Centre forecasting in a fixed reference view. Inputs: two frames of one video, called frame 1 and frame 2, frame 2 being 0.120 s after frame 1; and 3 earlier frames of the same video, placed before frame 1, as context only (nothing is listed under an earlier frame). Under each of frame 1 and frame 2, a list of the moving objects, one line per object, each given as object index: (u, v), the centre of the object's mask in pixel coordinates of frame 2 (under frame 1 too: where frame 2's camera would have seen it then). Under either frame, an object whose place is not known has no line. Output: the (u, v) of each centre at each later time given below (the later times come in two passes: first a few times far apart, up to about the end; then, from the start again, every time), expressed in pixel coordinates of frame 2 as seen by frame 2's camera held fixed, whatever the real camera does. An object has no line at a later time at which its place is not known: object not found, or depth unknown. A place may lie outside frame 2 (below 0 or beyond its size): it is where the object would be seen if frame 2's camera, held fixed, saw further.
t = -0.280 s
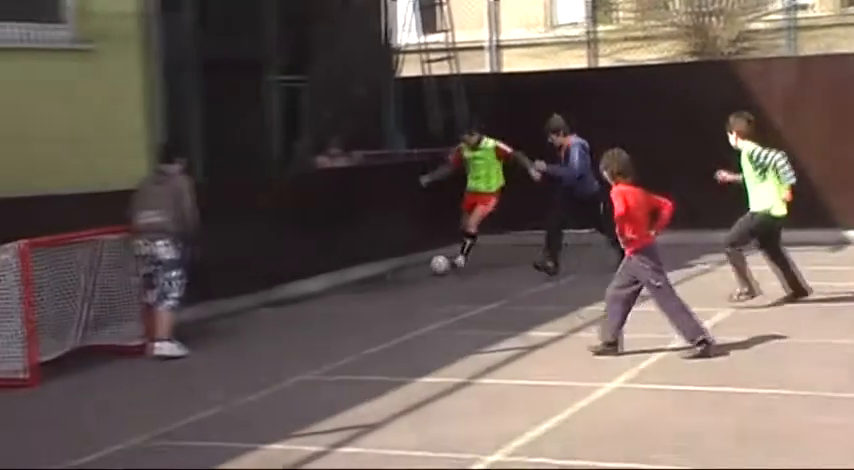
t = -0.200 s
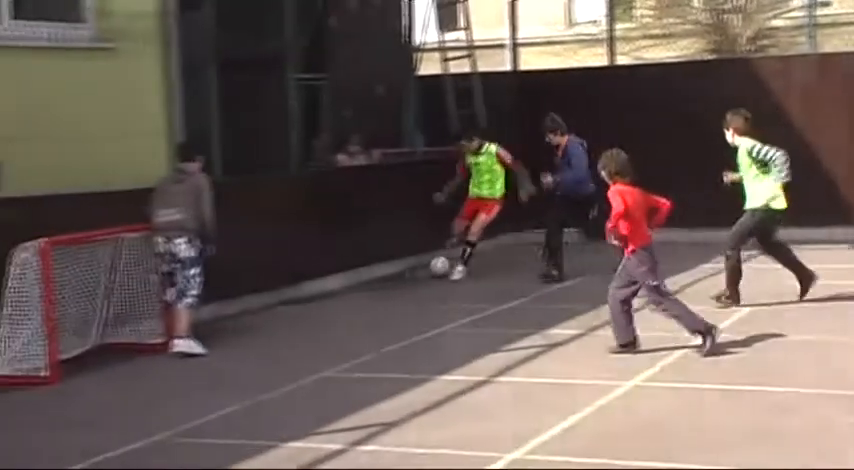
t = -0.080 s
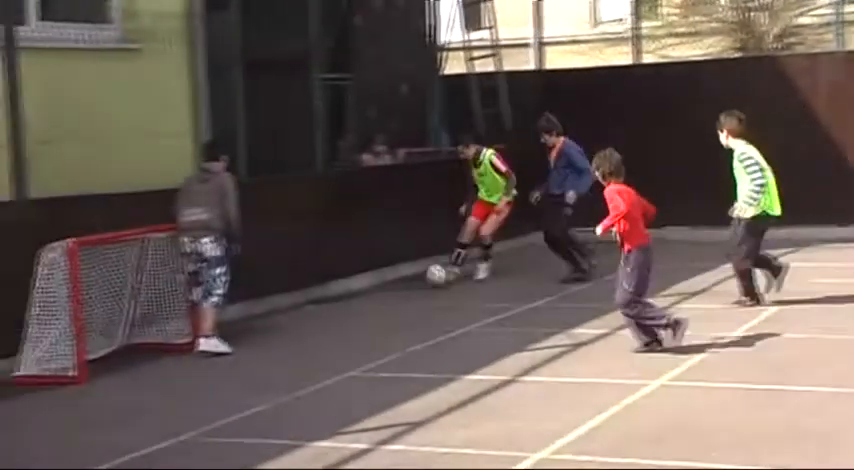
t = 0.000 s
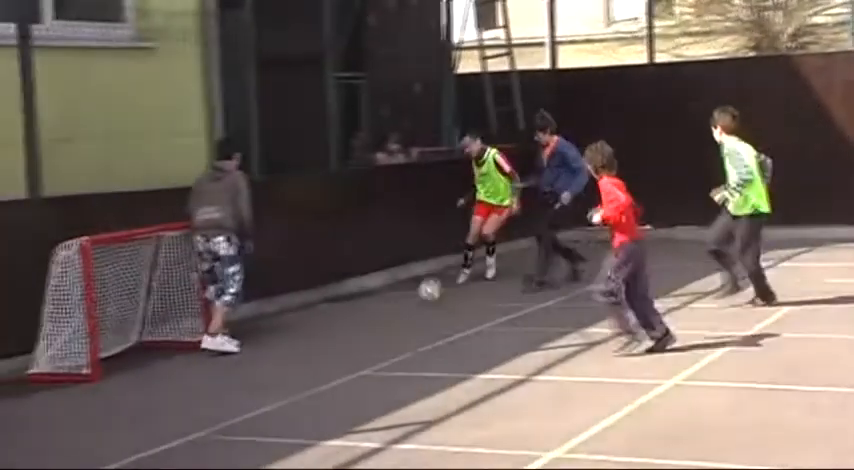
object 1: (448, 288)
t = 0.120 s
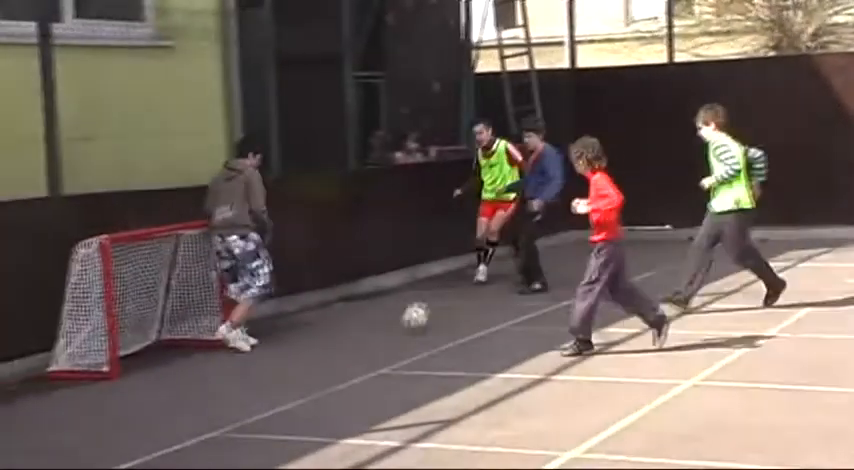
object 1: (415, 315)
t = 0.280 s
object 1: (364, 361)
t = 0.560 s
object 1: (233, 471)
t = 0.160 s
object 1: (404, 326)
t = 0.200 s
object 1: (392, 337)
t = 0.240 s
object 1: (379, 348)
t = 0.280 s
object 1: (364, 361)
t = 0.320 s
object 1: (348, 375)
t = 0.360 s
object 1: (332, 389)
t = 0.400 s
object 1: (315, 404)
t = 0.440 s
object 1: (297, 421)
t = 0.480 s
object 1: (276, 441)
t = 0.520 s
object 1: (255, 460)
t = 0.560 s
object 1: (233, 471)
